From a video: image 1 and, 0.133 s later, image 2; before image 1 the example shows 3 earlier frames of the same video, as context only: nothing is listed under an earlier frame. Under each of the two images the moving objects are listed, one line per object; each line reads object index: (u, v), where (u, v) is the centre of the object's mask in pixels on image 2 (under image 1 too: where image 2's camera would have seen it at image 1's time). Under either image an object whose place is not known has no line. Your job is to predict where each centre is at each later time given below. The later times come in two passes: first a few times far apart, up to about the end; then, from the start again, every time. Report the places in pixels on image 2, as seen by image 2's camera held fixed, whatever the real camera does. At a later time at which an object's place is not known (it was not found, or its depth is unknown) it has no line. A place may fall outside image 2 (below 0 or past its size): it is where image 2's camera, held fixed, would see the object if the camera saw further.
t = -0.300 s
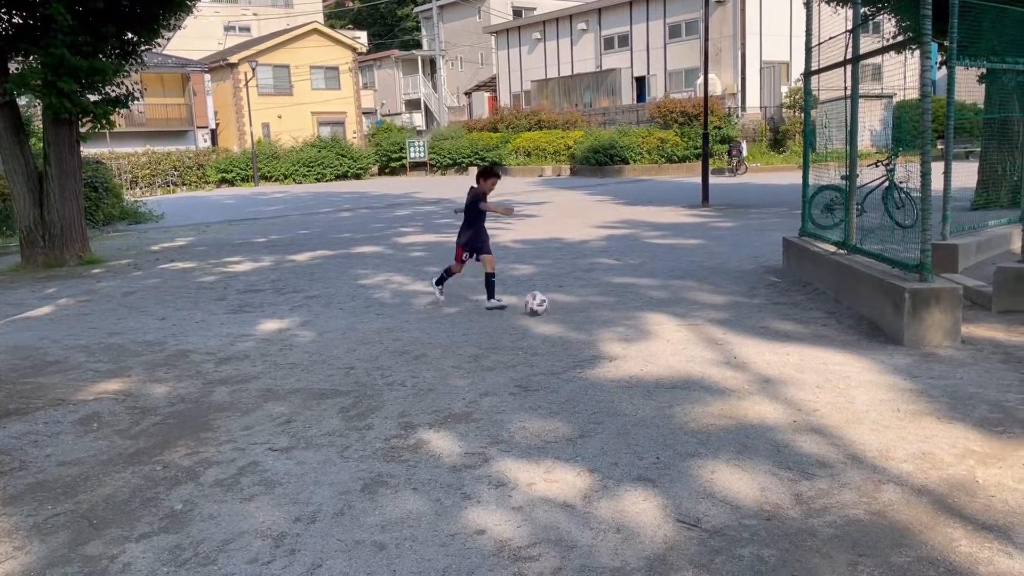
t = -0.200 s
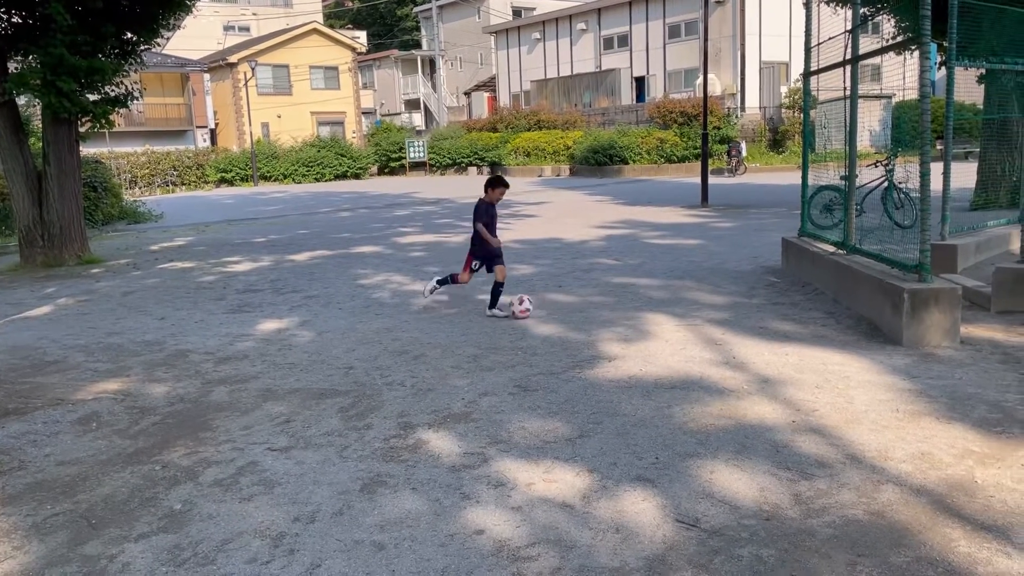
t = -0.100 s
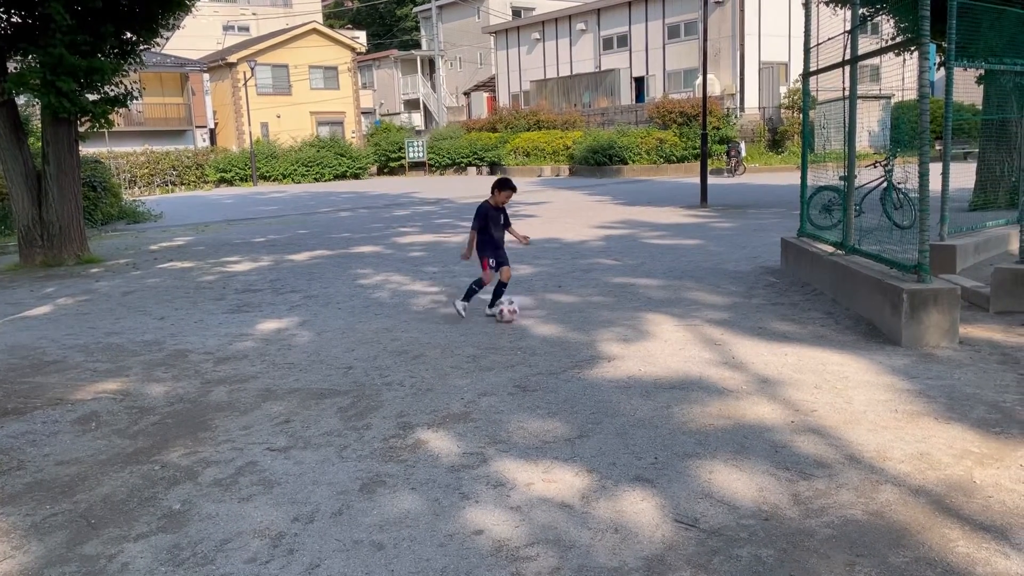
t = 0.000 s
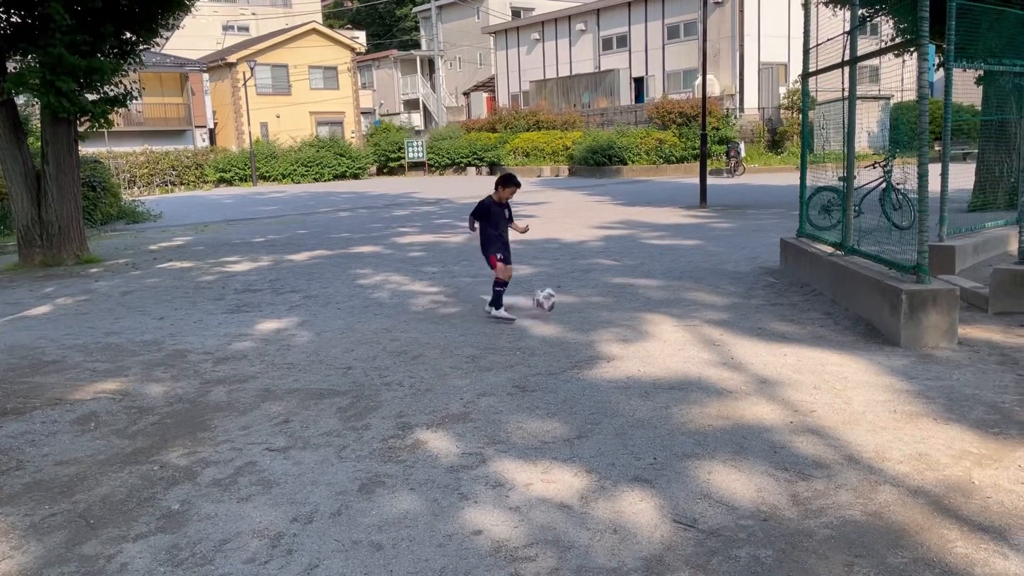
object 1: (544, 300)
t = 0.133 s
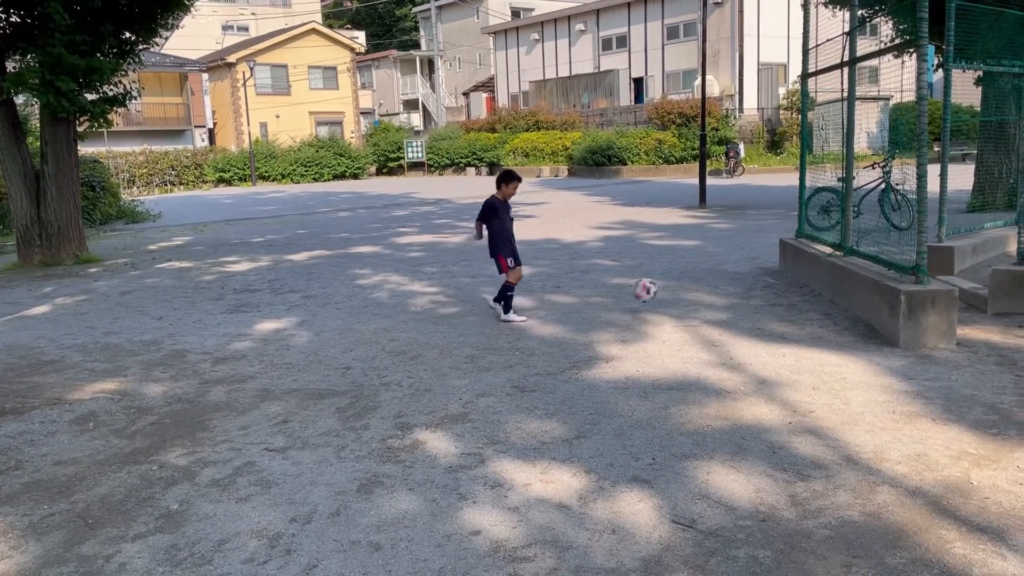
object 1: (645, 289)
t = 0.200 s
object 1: (696, 292)
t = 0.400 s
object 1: (820, 286)
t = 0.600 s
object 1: (741, 298)
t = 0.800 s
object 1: (682, 303)
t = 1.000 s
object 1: (633, 308)
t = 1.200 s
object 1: (584, 310)
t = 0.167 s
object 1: (671, 291)
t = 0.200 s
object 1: (696, 292)
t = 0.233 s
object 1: (722, 297)
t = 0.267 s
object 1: (745, 298)
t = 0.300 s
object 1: (764, 293)
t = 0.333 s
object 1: (782, 289)
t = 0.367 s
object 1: (801, 286)
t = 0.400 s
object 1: (820, 286)
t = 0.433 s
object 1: (811, 285)
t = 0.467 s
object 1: (796, 286)
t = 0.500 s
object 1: (782, 291)
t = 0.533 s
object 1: (766, 294)
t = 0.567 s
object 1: (752, 300)
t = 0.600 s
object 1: (741, 298)
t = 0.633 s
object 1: (731, 296)
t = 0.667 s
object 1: (721, 297)
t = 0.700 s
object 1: (711, 298)
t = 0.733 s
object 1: (701, 300)
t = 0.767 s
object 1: (690, 305)
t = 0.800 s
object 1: (682, 303)
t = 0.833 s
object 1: (674, 303)
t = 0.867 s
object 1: (666, 305)
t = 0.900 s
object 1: (658, 306)
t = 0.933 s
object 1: (649, 306)
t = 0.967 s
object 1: (640, 307)
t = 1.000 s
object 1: (633, 308)
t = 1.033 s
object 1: (624, 307)
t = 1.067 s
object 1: (616, 308)
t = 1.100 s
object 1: (608, 309)
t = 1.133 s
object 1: (600, 309)
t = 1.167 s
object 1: (592, 310)
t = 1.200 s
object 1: (584, 310)
